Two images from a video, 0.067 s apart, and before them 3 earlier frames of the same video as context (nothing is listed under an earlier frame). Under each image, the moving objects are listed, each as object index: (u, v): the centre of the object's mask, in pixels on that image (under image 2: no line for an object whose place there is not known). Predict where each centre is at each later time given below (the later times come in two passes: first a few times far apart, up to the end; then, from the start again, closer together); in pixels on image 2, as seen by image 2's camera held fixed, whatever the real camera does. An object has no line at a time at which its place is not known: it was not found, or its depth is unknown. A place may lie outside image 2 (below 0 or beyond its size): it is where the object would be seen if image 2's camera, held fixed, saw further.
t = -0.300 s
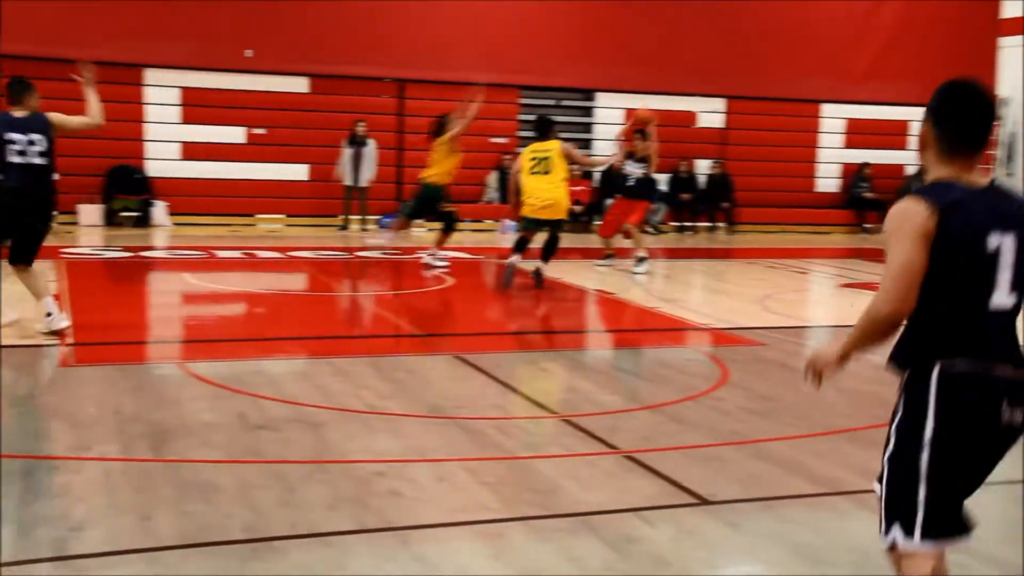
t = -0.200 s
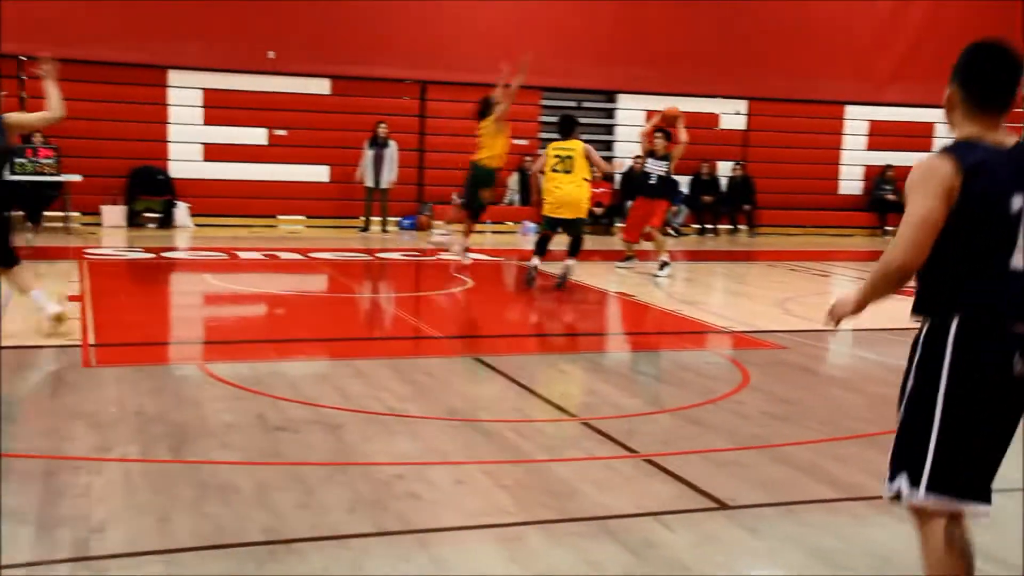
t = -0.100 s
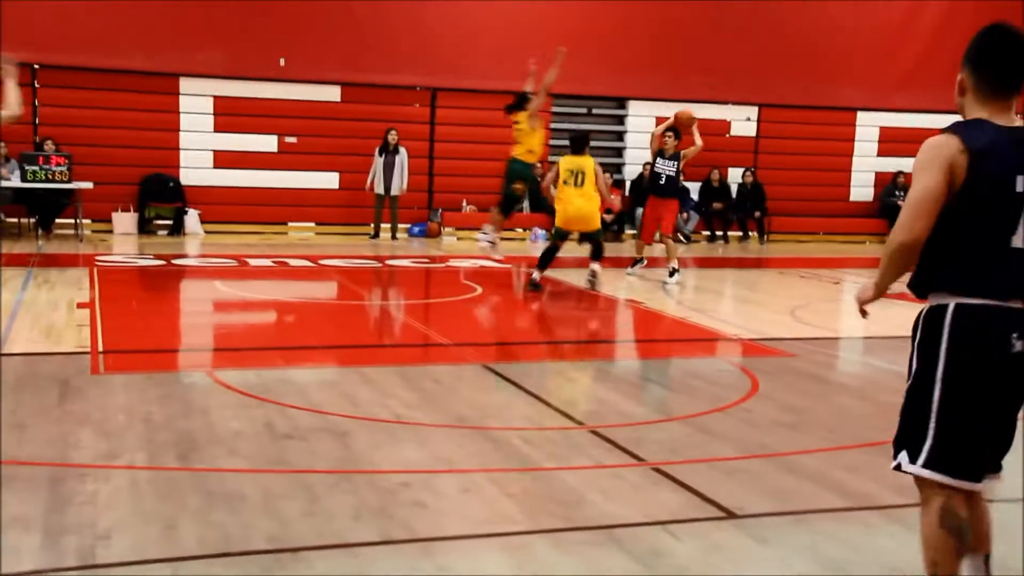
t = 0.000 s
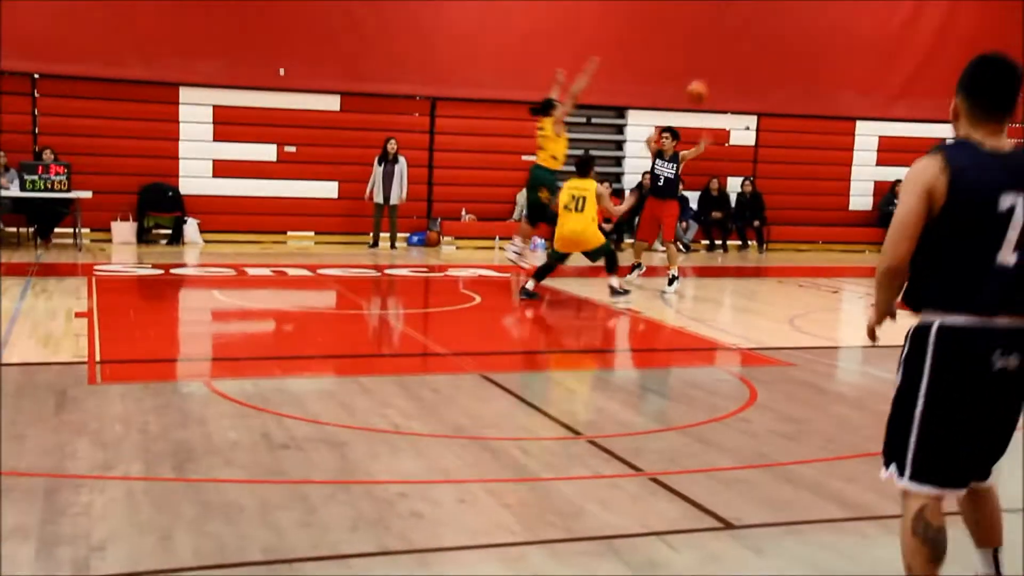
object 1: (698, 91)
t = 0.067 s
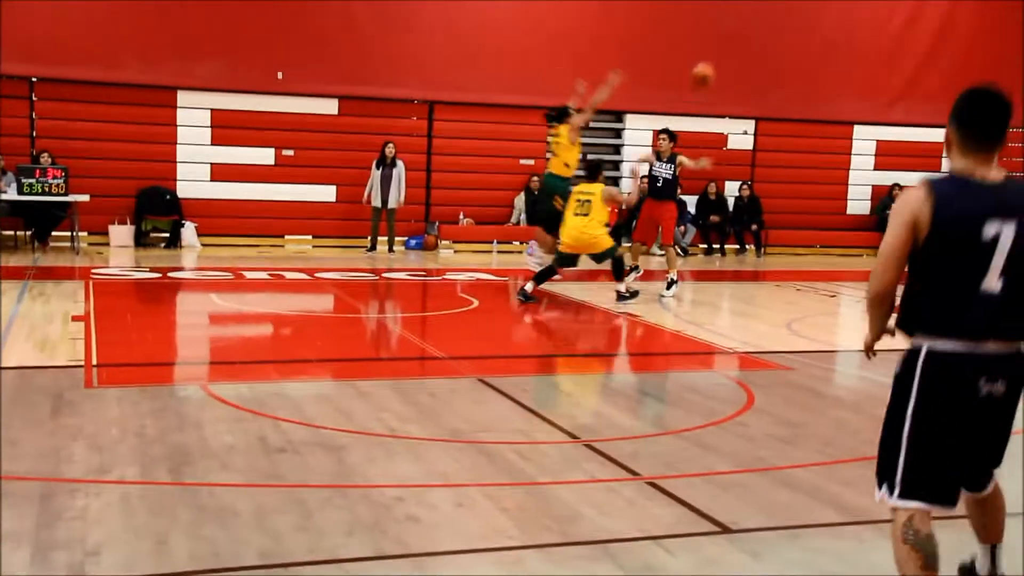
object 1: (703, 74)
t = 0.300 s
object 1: (738, 23)
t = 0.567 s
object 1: (794, 35)
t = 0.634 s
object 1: (815, 58)
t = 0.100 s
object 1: (708, 64)
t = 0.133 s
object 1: (711, 55)
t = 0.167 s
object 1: (717, 48)
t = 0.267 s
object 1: (733, 29)
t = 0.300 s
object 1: (738, 23)
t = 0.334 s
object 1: (743, 20)
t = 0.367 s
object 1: (750, 17)
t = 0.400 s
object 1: (756, 16)
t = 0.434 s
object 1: (763, 16)
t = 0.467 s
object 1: (770, 17)
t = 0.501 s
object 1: (778, 22)
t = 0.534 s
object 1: (786, 28)
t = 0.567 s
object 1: (794, 35)
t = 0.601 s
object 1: (805, 45)
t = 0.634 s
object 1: (815, 58)
